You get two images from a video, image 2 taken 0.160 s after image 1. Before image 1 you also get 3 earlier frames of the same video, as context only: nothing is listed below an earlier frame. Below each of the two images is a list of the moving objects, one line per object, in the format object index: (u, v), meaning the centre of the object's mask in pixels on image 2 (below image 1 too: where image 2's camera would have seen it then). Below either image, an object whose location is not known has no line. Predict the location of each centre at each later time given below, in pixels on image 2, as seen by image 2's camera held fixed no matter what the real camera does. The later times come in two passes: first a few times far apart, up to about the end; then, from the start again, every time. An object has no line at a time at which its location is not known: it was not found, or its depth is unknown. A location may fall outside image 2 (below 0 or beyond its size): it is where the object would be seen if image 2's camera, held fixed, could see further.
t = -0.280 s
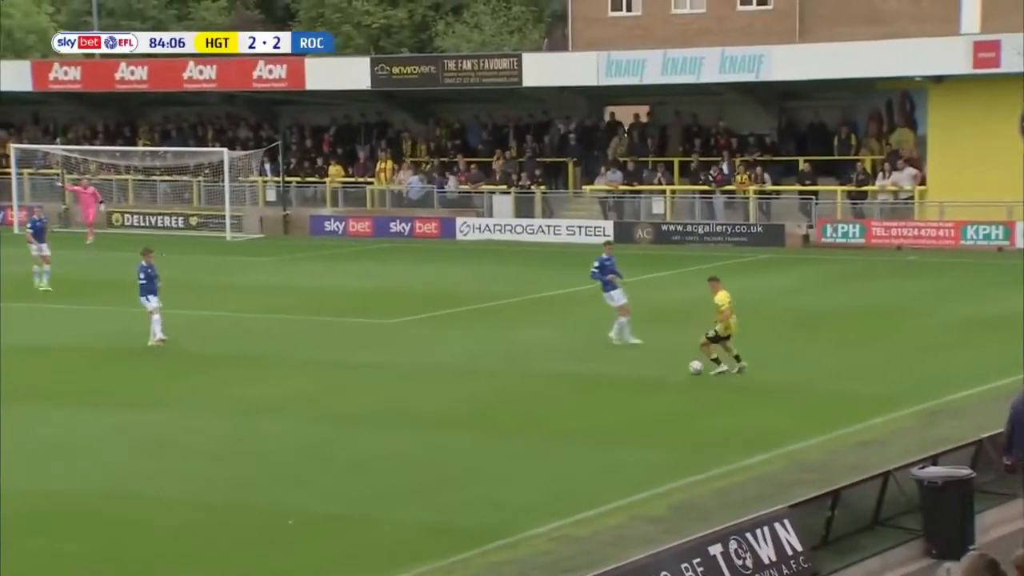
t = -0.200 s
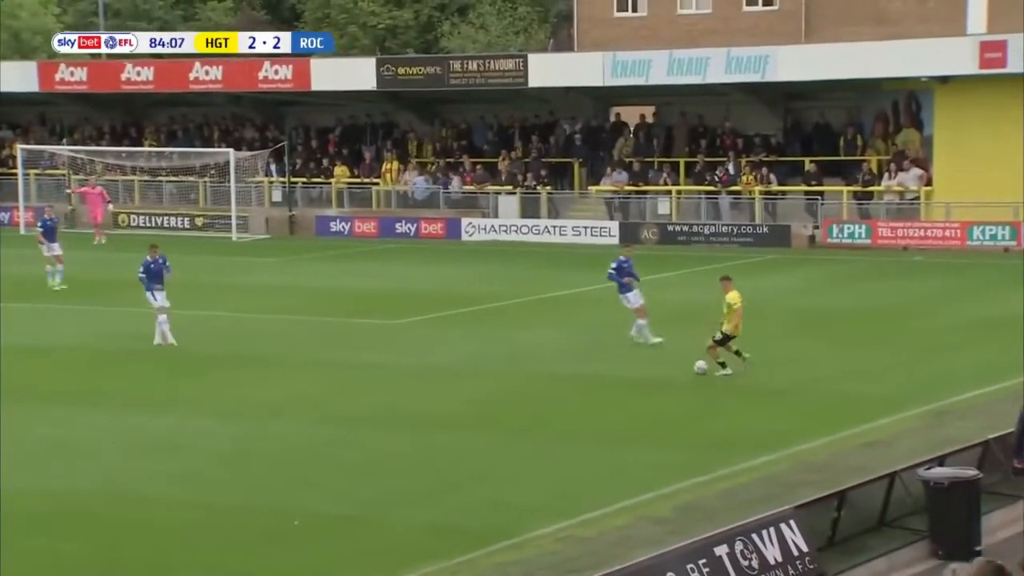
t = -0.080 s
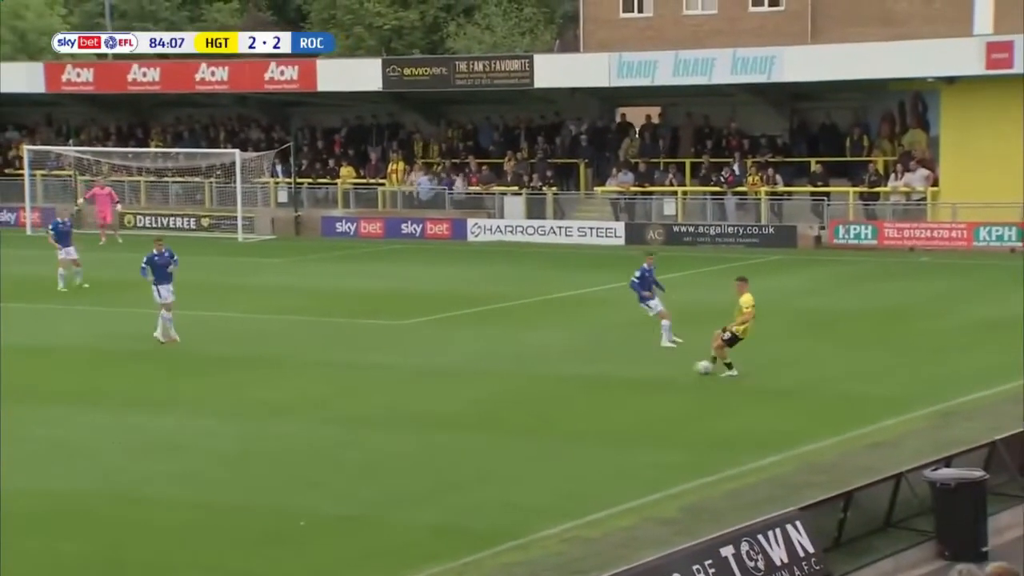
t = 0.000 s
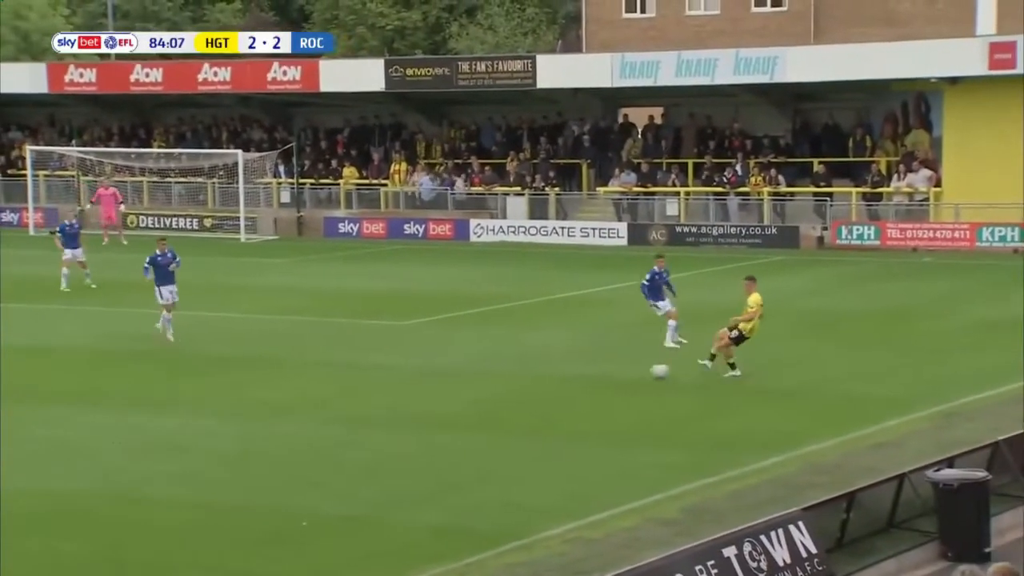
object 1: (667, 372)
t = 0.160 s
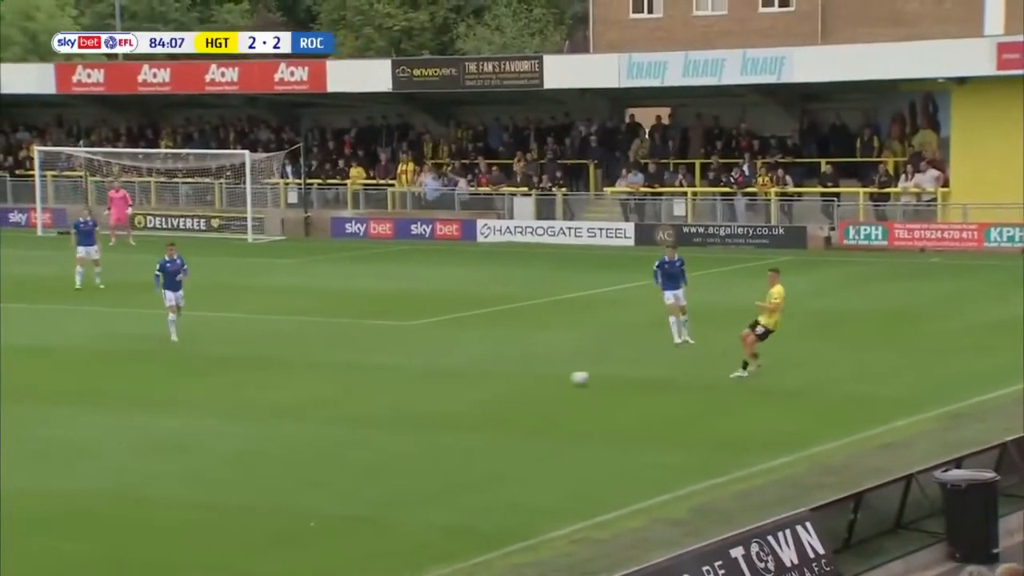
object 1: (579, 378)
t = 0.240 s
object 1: (539, 382)
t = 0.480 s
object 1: (426, 392)
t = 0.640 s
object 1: (360, 397)
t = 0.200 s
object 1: (558, 379)
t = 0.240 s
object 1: (539, 382)
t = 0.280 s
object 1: (518, 383)
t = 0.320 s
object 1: (499, 384)
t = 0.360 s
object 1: (480, 386)
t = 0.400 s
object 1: (461, 388)
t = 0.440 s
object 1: (443, 390)
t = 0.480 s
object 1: (426, 392)
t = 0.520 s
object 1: (409, 393)
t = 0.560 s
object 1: (392, 394)
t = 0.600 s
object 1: (376, 396)
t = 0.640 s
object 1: (360, 397)
